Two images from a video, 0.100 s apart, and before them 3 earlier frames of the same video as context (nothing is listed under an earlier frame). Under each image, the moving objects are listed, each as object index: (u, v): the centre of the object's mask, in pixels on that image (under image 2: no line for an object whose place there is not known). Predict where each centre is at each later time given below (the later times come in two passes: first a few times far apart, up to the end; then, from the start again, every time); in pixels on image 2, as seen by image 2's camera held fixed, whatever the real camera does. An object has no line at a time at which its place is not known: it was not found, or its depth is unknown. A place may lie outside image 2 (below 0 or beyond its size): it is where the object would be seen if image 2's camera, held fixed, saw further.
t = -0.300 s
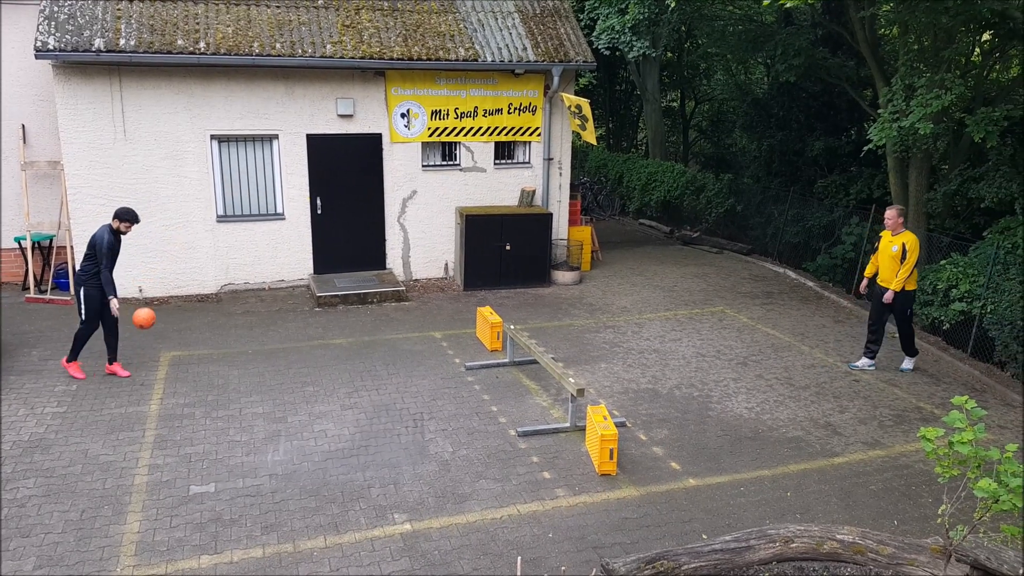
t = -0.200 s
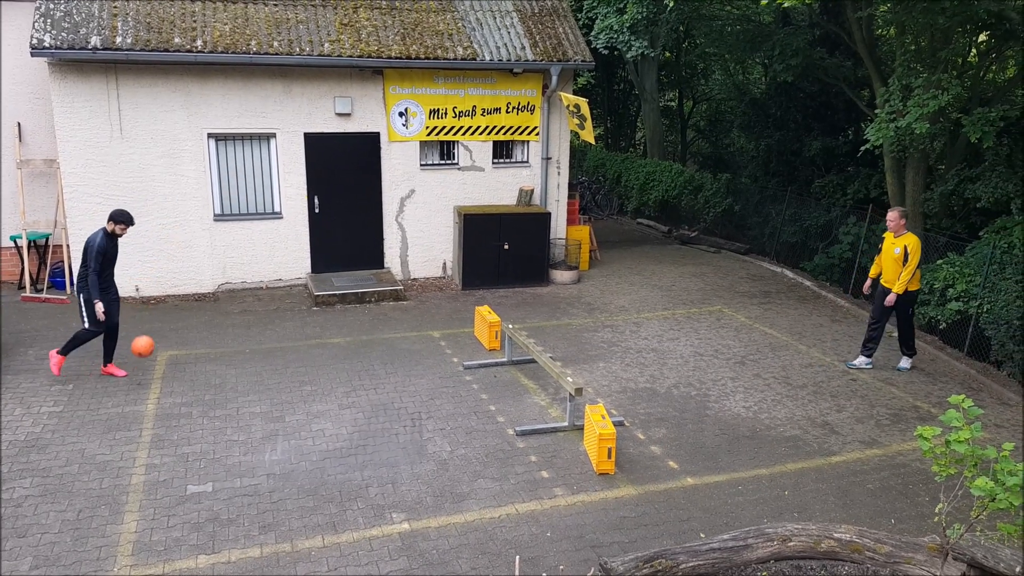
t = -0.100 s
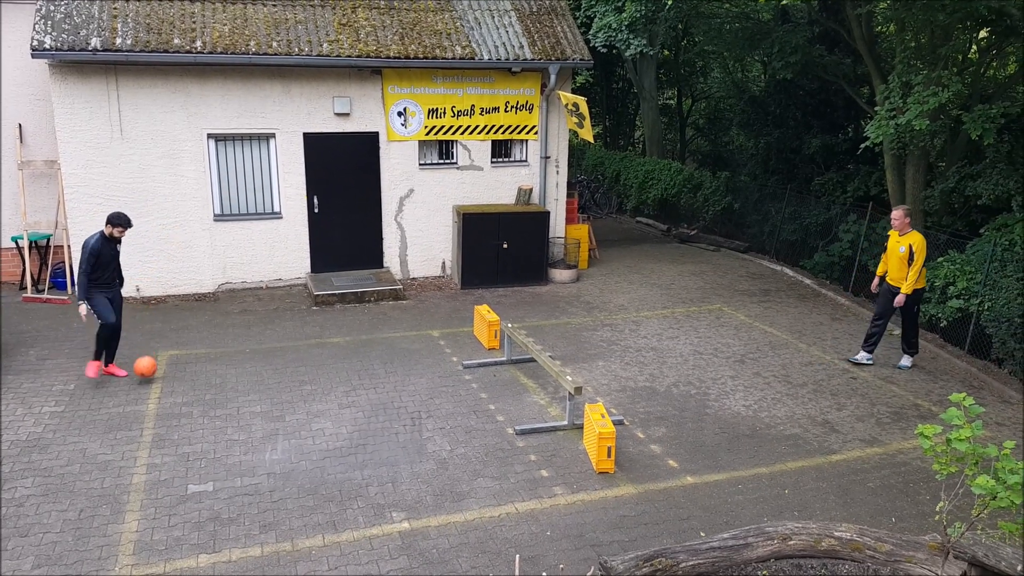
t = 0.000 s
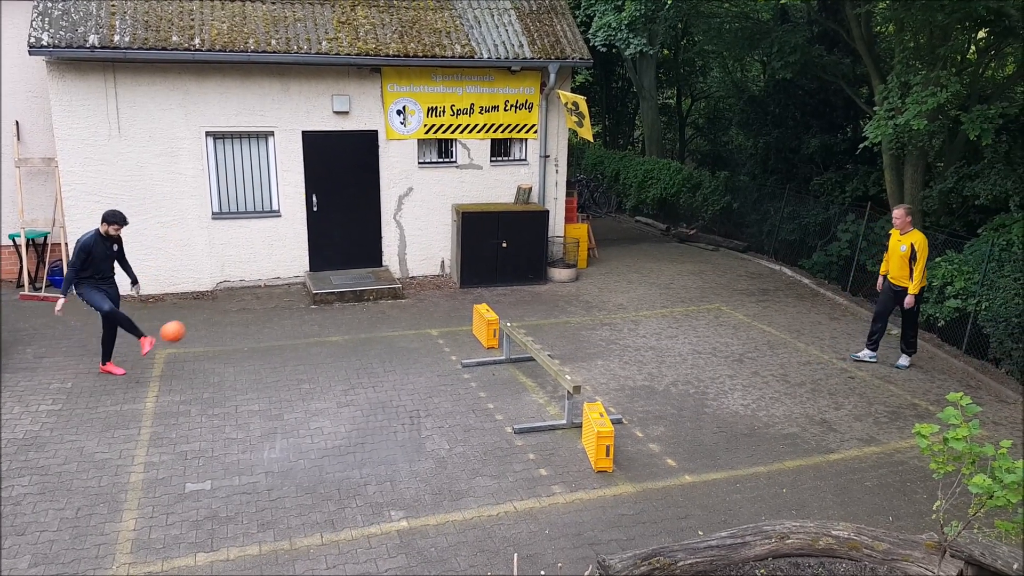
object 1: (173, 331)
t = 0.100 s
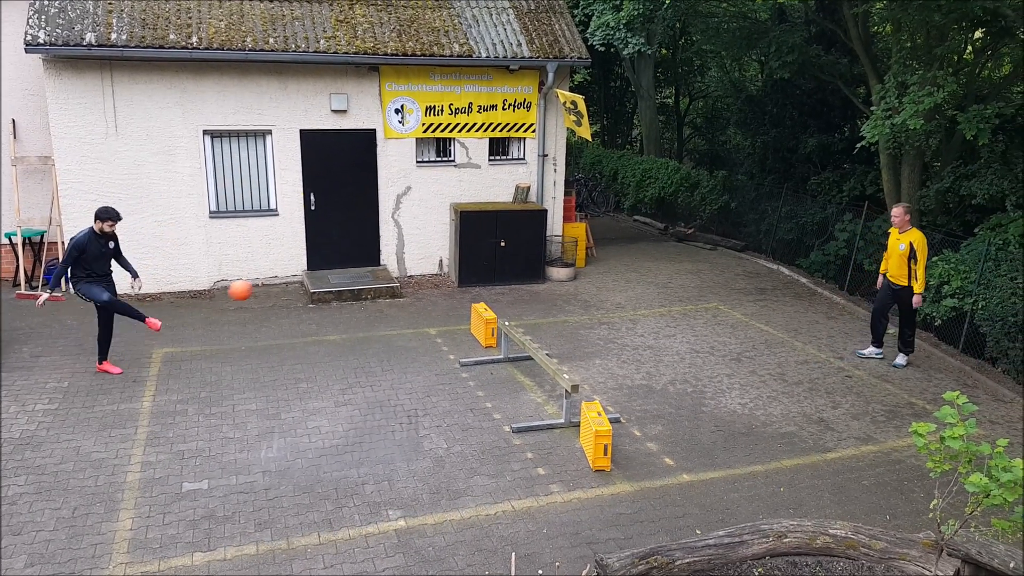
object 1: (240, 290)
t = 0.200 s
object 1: (309, 258)
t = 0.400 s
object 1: (436, 227)
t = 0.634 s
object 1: (565, 233)
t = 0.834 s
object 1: (661, 270)
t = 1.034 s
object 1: (736, 310)
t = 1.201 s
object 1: (771, 271)
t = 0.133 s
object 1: (263, 279)
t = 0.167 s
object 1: (286, 269)
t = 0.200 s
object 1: (309, 258)
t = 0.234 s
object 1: (330, 250)
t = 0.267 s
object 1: (352, 243)
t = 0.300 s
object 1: (373, 237)
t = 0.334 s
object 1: (395, 233)
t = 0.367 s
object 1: (416, 230)
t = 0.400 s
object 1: (436, 227)
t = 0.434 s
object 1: (457, 225)
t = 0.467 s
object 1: (475, 224)
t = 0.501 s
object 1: (494, 224)
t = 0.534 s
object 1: (512, 225)
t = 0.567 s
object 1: (531, 227)
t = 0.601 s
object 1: (548, 229)
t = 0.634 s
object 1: (565, 233)
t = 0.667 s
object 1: (583, 238)
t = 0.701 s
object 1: (599, 242)
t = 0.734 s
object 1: (615, 248)
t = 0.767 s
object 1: (630, 255)
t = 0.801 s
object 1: (646, 262)
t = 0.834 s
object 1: (661, 270)
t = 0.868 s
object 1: (675, 279)
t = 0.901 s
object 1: (690, 288)
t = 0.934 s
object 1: (703, 298)
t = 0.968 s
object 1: (716, 309)
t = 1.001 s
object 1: (728, 320)
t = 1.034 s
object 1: (736, 310)
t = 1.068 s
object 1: (744, 300)
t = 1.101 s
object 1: (751, 292)
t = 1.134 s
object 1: (758, 285)
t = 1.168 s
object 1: (764, 278)
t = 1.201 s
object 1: (771, 271)
